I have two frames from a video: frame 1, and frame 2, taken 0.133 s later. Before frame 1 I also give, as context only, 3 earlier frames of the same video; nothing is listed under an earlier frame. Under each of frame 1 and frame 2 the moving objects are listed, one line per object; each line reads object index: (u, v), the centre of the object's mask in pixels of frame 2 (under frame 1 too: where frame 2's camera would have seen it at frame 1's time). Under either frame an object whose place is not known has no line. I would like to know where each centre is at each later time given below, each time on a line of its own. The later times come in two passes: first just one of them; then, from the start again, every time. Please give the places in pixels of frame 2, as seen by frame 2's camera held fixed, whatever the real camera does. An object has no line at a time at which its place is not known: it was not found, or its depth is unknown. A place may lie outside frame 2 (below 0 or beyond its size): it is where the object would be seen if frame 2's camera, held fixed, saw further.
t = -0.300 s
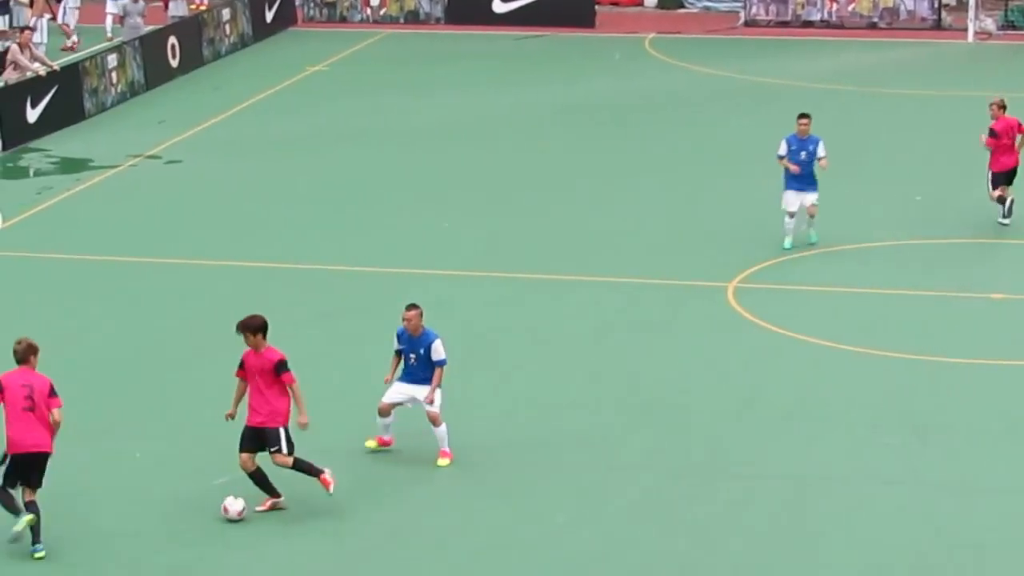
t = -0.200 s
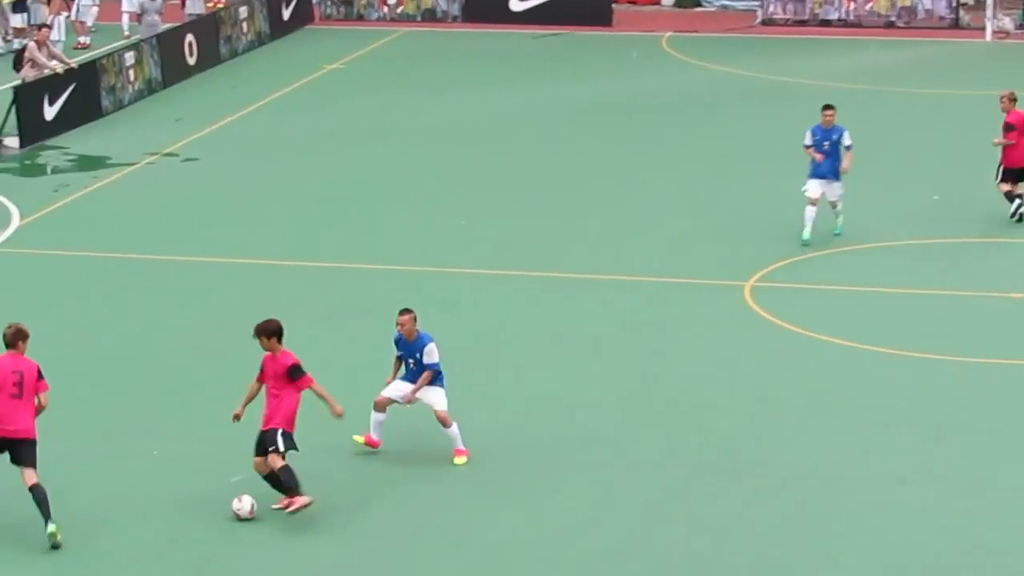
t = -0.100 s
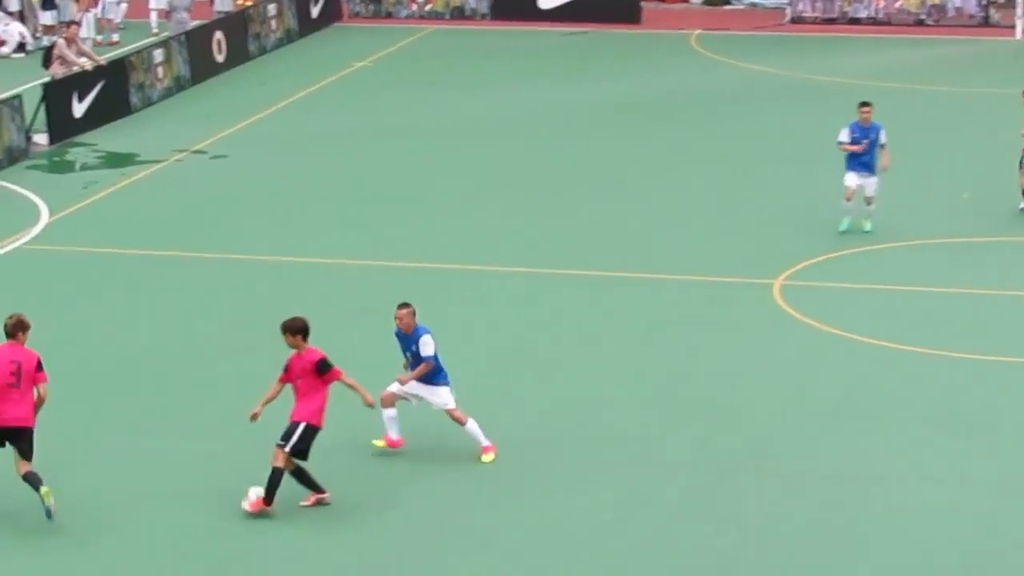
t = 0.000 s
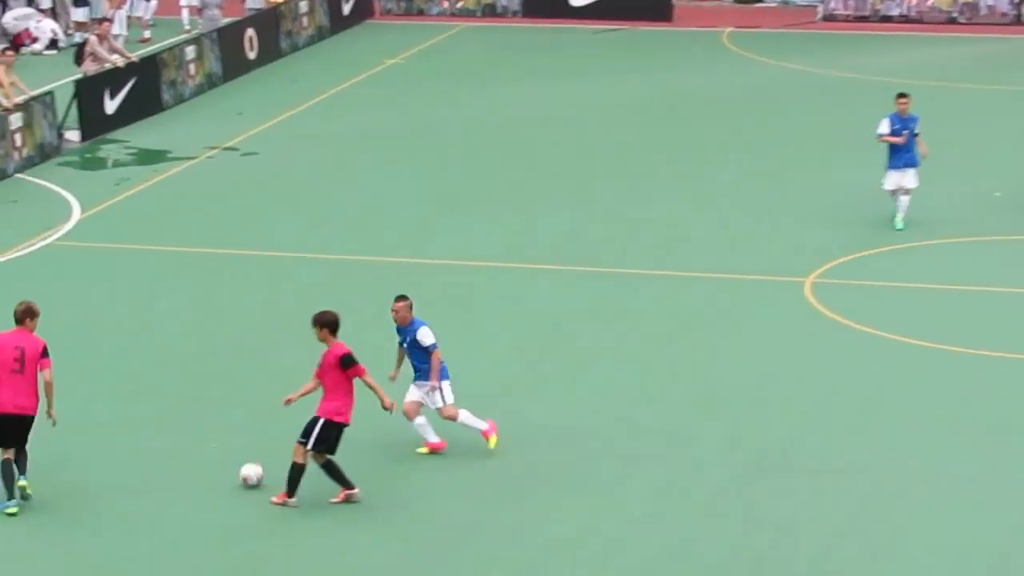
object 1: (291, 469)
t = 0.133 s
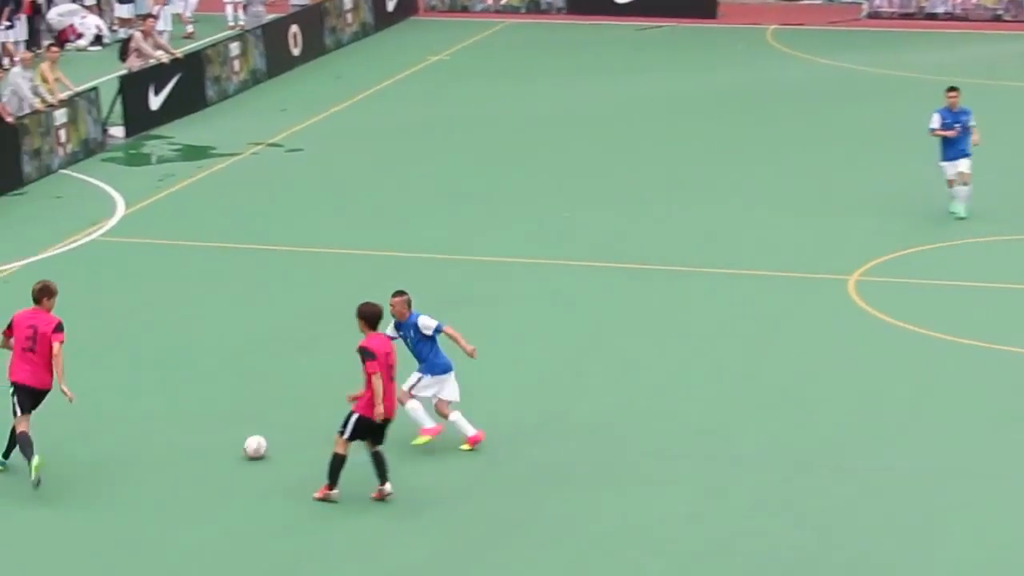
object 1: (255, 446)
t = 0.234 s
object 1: (232, 432)
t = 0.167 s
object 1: (246, 441)
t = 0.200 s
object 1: (239, 437)
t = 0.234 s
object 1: (232, 432)
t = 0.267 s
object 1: (226, 429)
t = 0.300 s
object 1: (221, 425)
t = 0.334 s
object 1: (214, 420)
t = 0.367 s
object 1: (209, 417)
